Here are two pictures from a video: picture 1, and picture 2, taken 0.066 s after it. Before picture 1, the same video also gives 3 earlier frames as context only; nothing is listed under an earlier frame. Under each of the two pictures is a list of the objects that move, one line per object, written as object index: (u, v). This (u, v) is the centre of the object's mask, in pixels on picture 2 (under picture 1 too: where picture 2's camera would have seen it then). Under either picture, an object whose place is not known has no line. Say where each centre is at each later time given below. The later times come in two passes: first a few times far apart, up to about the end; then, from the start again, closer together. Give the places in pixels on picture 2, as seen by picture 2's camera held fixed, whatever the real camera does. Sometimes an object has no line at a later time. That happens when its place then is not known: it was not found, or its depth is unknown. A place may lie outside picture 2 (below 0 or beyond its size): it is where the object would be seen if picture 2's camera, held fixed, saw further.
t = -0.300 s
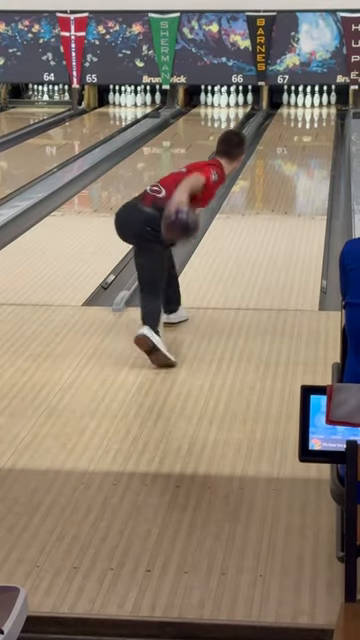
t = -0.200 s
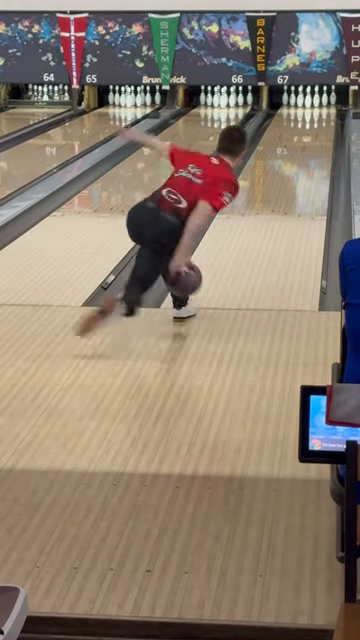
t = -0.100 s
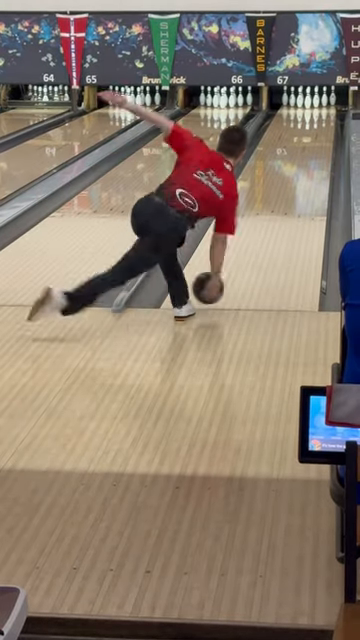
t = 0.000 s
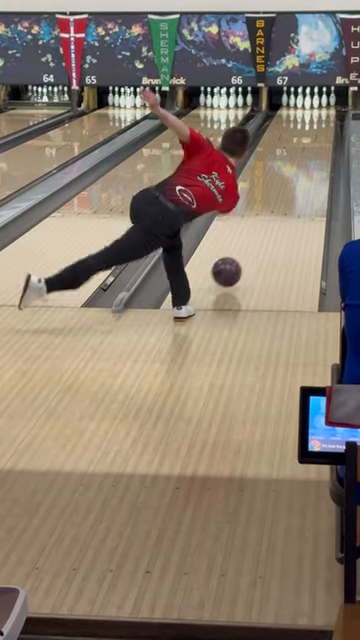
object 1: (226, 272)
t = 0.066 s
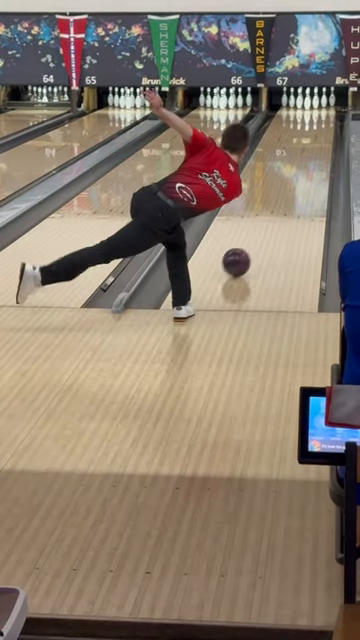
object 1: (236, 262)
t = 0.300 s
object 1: (264, 225)
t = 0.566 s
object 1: (287, 193)
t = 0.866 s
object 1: (305, 166)
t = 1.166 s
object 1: (318, 146)
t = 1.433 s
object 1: (325, 132)
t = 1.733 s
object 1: (326, 120)
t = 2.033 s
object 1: (321, 111)
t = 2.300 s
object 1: (315, 104)
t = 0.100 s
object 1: (241, 256)
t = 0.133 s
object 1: (245, 250)
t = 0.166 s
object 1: (249, 245)
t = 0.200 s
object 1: (253, 240)
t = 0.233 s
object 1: (257, 235)
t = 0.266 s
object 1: (261, 230)
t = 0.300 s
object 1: (264, 225)
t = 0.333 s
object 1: (267, 221)
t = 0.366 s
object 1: (270, 216)
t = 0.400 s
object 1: (274, 212)
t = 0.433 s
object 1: (277, 208)
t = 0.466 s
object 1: (279, 204)
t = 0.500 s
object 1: (282, 200)
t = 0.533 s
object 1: (285, 197)
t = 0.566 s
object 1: (287, 193)
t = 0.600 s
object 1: (289, 190)
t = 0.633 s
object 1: (292, 186)
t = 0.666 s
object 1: (294, 183)
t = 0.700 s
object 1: (296, 180)
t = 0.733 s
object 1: (298, 177)
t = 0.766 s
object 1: (300, 174)
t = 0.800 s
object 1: (302, 172)
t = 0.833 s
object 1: (303, 169)
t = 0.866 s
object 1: (305, 166)
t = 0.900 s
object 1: (307, 164)
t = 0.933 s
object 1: (308, 162)
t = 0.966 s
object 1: (310, 159)
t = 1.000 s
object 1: (311, 157)
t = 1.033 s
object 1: (313, 155)
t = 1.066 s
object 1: (314, 152)
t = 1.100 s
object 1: (315, 150)
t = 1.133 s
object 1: (317, 148)
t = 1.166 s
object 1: (318, 146)
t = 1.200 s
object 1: (319, 144)
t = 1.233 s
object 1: (320, 143)
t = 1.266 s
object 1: (321, 141)
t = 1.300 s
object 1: (322, 139)
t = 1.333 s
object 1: (322, 137)
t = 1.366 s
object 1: (324, 135)
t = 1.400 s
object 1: (325, 134)
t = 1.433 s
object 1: (325, 132)
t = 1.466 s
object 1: (325, 131)
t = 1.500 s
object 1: (326, 129)
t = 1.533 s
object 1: (326, 127)
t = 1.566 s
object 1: (327, 126)
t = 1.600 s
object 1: (326, 125)
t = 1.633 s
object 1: (327, 124)
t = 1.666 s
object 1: (327, 122)
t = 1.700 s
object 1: (327, 121)
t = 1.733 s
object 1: (326, 120)
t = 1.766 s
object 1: (326, 119)
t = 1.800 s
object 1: (326, 117)
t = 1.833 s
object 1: (325, 116)
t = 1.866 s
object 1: (324, 115)
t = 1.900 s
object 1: (324, 114)
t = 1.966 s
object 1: (323, 113)
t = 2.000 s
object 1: (322, 112)
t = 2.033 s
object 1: (321, 111)
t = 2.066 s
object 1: (320, 110)
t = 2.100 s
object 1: (319, 109)
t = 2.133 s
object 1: (319, 108)
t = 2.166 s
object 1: (317, 108)
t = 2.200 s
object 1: (316, 106)
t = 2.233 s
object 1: (315, 105)
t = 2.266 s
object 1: (314, 105)
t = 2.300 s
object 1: (315, 104)
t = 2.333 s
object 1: (315, 103)
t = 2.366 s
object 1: (315, 103)
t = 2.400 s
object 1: (315, 102)
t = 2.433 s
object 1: (317, 101)
